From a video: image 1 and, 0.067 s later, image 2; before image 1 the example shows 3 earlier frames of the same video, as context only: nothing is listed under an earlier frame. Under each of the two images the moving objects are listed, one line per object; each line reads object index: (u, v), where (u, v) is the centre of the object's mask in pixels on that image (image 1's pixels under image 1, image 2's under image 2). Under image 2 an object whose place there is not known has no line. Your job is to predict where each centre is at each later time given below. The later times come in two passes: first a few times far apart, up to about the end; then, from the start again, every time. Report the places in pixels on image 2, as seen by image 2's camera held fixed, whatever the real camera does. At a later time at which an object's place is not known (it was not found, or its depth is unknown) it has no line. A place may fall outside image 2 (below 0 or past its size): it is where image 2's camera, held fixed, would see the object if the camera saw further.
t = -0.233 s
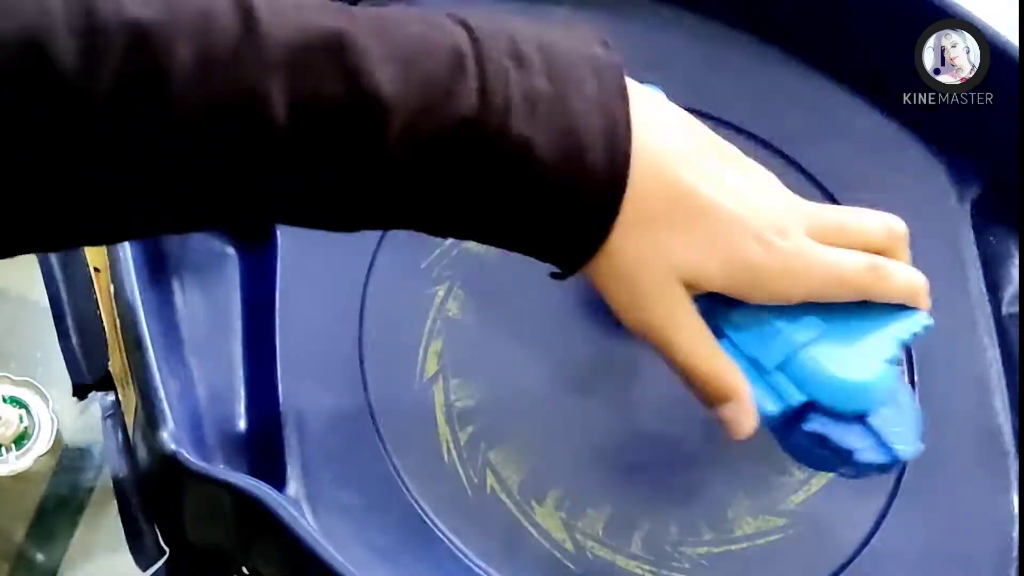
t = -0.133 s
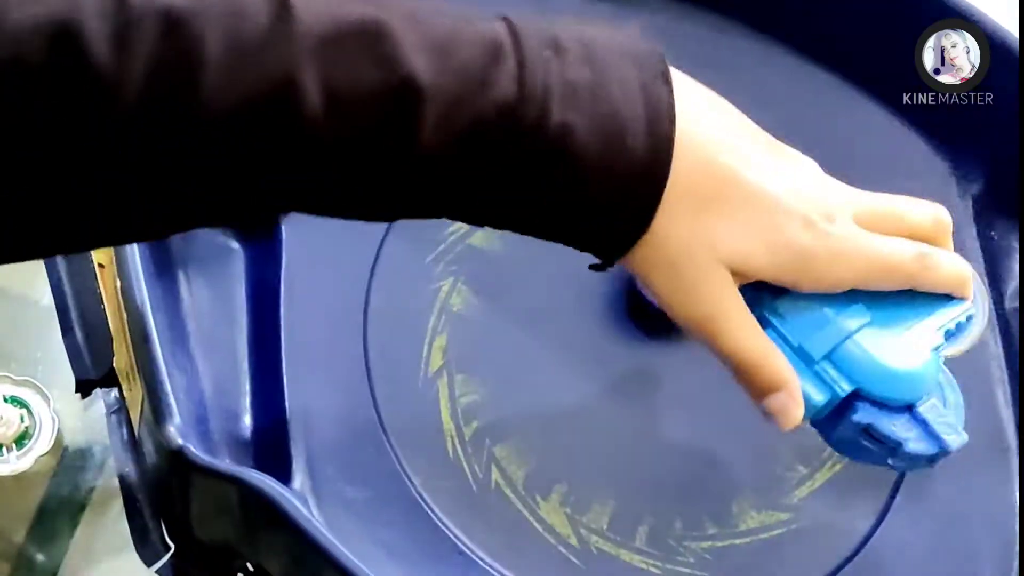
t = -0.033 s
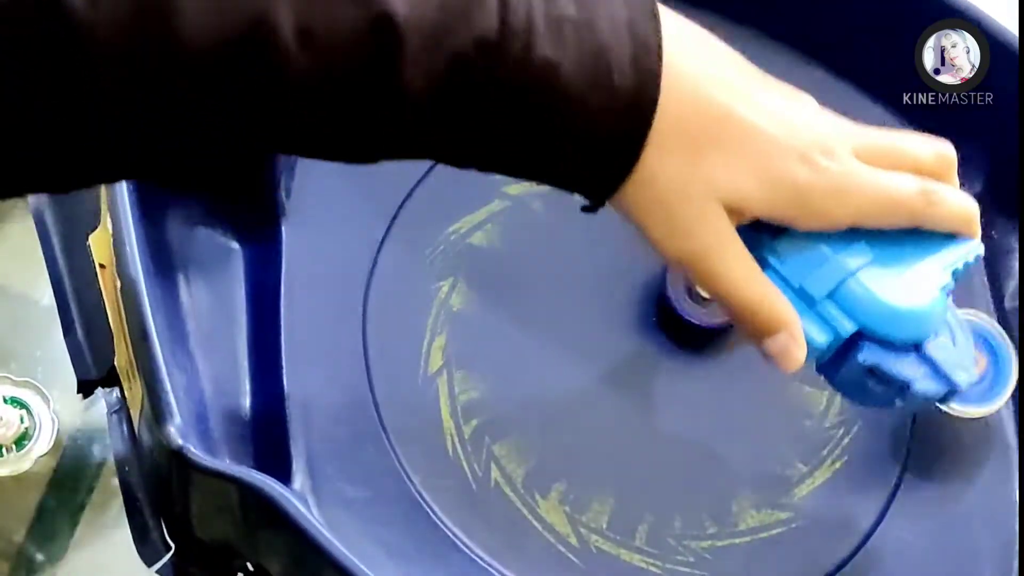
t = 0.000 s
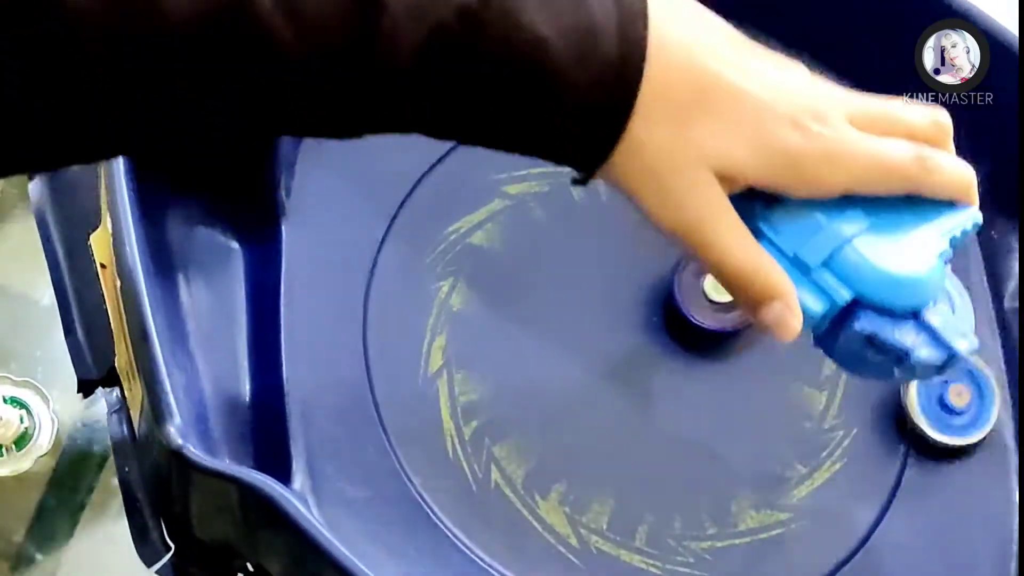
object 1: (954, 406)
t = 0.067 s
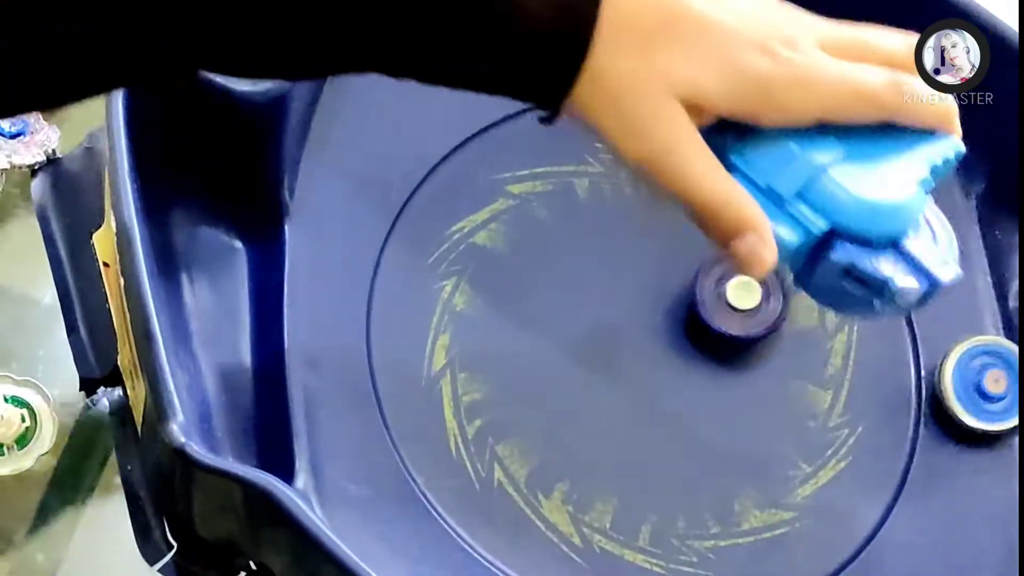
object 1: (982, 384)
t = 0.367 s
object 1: (963, 216)
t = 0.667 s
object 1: (784, 129)
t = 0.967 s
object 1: (640, 222)
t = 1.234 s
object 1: (591, 303)
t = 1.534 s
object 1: (551, 361)
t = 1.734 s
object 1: (472, 402)
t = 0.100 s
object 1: (986, 373)
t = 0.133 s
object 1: (987, 356)
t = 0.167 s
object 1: (988, 336)
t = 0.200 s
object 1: (987, 315)
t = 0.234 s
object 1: (985, 293)
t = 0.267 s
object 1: (982, 271)
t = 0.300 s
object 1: (977, 250)
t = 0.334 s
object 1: (971, 233)
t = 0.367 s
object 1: (963, 216)
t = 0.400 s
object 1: (950, 199)
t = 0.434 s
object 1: (937, 181)
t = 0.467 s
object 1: (917, 167)
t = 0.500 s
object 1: (899, 156)
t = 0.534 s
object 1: (879, 148)
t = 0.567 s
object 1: (858, 140)
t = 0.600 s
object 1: (835, 134)
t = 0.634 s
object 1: (810, 130)
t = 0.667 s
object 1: (784, 129)
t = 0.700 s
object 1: (756, 132)
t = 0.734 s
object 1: (734, 136)
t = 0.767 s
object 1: (715, 144)
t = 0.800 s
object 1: (698, 155)
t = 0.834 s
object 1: (684, 166)
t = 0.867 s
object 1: (671, 180)
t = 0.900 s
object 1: (660, 193)
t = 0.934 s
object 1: (650, 207)
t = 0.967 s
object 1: (640, 222)
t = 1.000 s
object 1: (631, 238)
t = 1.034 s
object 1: (625, 253)
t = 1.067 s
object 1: (619, 269)
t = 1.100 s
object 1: (615, 285)
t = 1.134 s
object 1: (612, 302)
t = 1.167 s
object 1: (610, 318)
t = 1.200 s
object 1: (606, 324)
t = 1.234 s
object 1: (591, 303)
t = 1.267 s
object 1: (579, 288)
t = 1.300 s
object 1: (571, 283)
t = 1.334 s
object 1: (566, 285)
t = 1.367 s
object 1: (562, 294)
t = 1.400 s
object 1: (559, 307)
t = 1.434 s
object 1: (555, 321)
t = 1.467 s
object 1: (553, 334)
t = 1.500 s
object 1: (552, 348)
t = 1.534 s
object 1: (551, 361)
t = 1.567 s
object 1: (552, 374)
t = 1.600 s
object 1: (553, 386)
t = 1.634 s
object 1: (556, 398)
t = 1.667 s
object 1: (559, 409)
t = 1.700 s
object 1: (534, 410)
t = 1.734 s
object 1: (472, 402)
